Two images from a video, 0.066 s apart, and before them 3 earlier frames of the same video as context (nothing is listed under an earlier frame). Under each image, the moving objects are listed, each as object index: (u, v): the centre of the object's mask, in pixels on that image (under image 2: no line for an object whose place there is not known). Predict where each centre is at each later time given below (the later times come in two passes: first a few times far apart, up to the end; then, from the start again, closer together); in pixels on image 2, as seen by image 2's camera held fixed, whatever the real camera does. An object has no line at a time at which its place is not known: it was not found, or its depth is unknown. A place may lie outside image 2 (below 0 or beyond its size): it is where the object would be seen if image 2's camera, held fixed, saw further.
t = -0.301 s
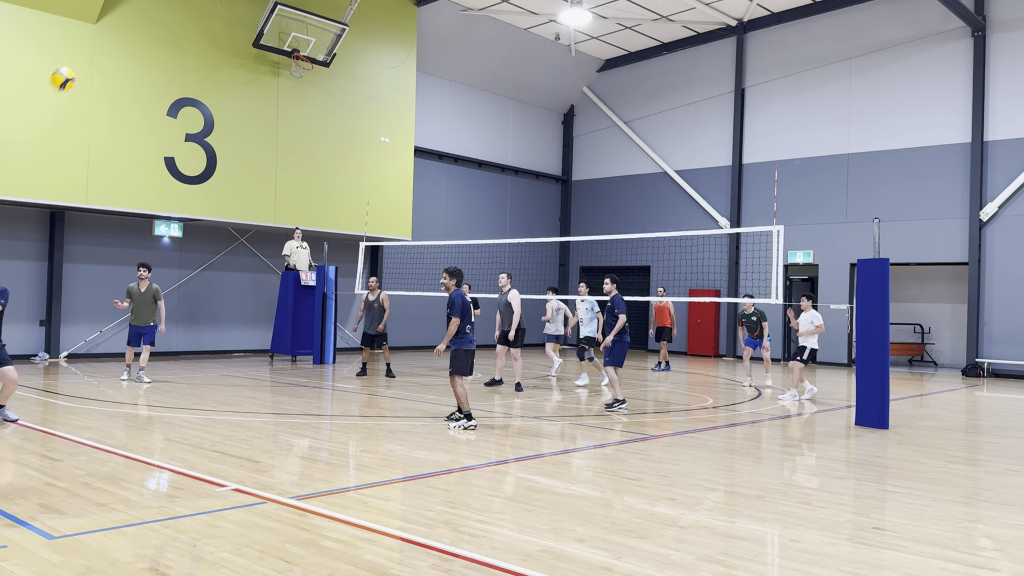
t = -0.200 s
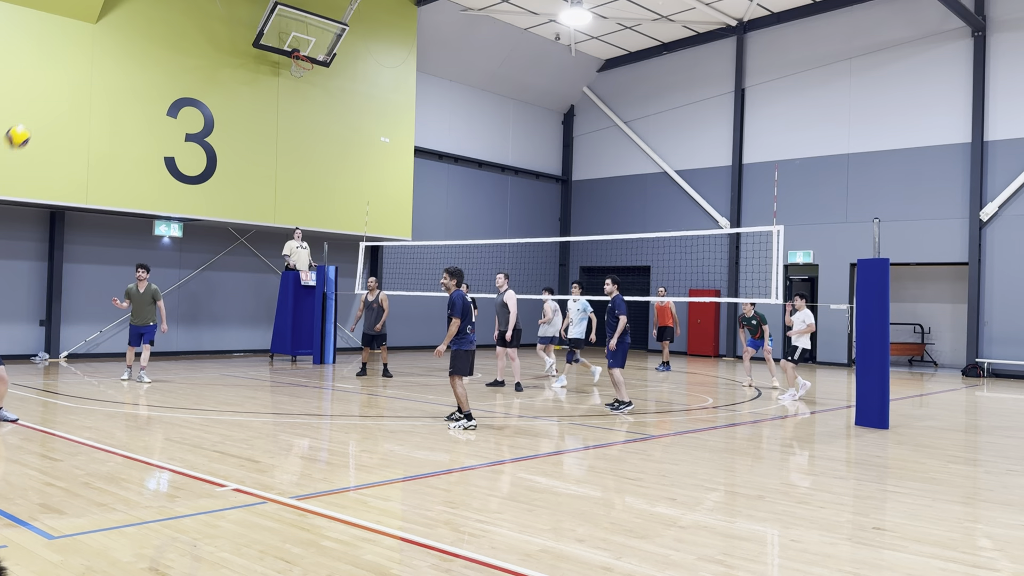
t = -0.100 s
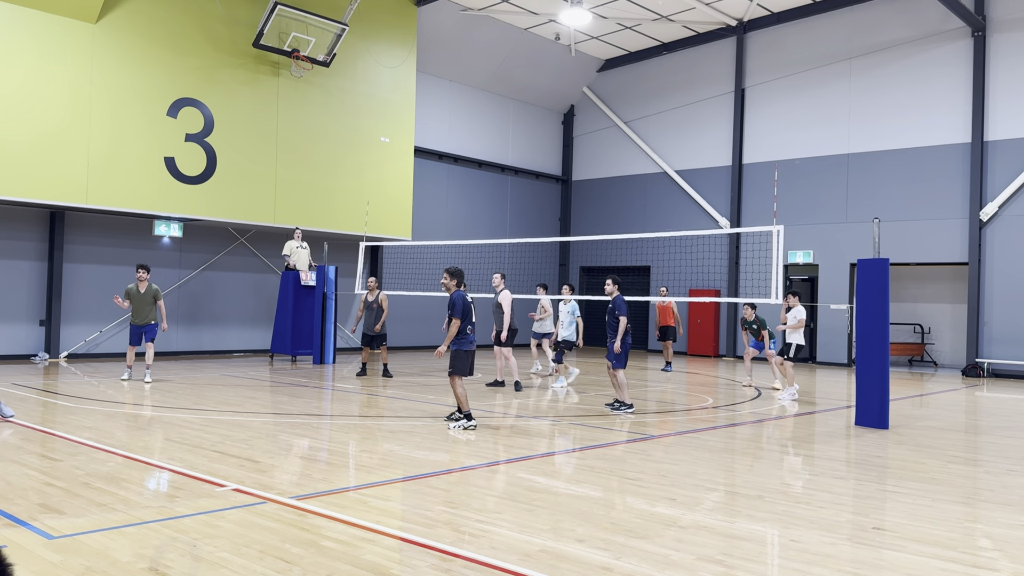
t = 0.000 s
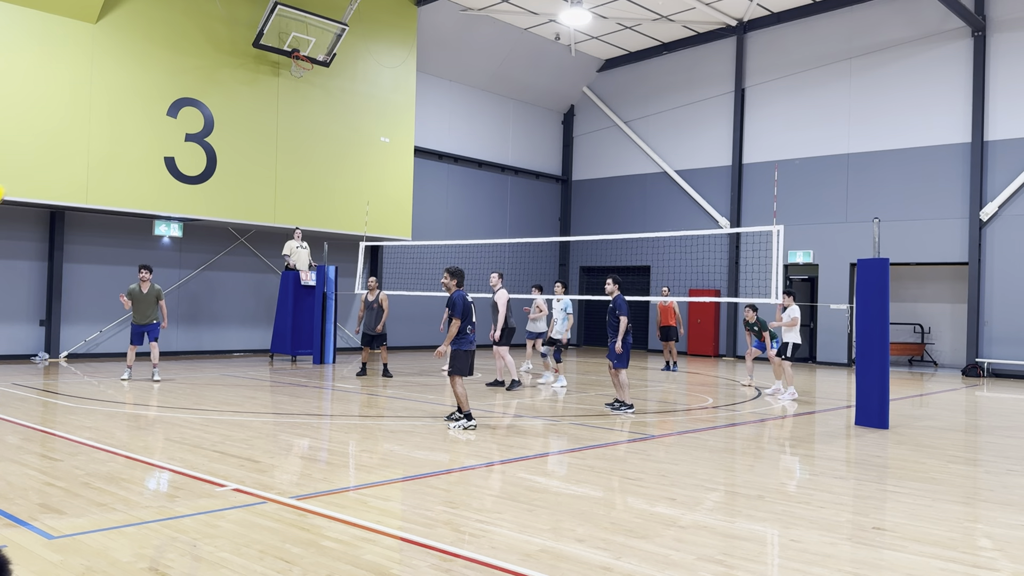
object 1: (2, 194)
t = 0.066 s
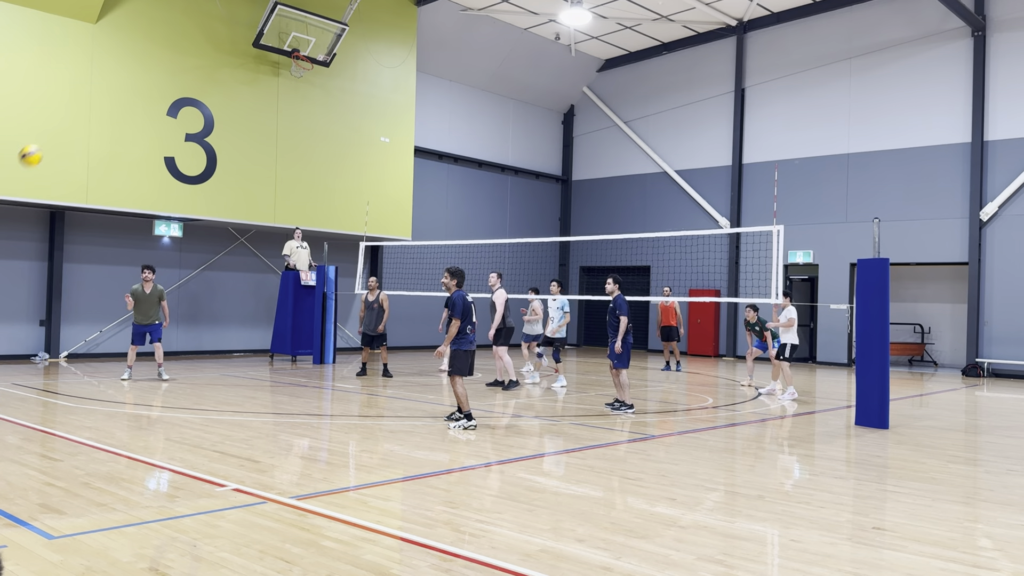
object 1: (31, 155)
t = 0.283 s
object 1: (126, 80)
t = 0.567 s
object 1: (207, 62)
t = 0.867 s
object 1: (268, 99)
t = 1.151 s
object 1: (308, 169)
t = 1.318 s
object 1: (327, 221)
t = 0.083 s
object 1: (40, 147)
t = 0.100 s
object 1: (48, 139)
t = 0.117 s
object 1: (56, 131)
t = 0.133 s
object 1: (64, 125)
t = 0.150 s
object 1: (72, 119)
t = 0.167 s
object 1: (80, 112)
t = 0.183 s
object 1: (87, 107)
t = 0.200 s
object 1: (94, 101)
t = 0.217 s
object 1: (100, 96)
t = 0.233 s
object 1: (108, 92)
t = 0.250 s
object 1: (114, 88)
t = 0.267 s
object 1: (121, 84)
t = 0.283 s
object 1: (126, 80)
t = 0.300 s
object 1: (132, 77)
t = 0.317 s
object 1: (138, 75)
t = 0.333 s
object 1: (144, 72)
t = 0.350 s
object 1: (150, 70)
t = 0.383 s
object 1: (155, 68)
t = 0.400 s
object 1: (160, 66)
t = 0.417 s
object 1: (165, 65)
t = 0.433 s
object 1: (171, 63)
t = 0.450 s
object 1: (175, 63)
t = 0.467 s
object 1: (180, 62)
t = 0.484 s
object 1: (185, 61)
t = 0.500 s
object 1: (189, 61)
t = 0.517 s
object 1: (194, 61)
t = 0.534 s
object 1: (198, 61)
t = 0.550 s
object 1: (203, 61)
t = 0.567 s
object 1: (207, 62)
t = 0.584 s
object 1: (211, 63)
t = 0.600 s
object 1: (215, 64)
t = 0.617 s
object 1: (219, 65)
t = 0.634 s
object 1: (222, 66)
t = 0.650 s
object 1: (226, 67)
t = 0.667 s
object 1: (230, 69)
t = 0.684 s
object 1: (233, 71)
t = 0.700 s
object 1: (237, 73)
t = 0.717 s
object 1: (240, 75)
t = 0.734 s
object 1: (244, 77)
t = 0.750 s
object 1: (247, 79)
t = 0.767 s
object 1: (250, 82)
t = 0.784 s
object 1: (253, 84)
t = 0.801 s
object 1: (256, 87)
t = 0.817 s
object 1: (259, 90)
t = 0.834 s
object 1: (262, 93)
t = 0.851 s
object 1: (265, 96)
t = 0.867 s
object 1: (268, 99)
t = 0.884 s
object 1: (271, 102)
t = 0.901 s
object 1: (274, 106)
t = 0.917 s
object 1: (276, 110)
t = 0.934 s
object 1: (279, 113)
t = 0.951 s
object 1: (281, 117)
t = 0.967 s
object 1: (284, 121)
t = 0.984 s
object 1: (286, 125)
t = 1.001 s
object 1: (289, 129)
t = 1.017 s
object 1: (291, 133)
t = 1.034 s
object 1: (293, 137)
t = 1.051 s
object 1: (295, 142)
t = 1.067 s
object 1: (298, 146)
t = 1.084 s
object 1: (300, 150)
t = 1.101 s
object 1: (302, 155)
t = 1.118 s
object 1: (305, 160)
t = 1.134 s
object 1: (307, 164)
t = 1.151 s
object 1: (308, 169)
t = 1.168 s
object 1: (311, 174)
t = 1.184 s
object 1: (313, 179)
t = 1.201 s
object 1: (314, 184)
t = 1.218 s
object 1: (316, 189)
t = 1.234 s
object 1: (318, 195)
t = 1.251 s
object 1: (320, 199)
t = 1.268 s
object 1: (322, 205)
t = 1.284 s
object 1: (323, 211)
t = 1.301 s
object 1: (325, 216)
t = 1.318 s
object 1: (327, 221)
